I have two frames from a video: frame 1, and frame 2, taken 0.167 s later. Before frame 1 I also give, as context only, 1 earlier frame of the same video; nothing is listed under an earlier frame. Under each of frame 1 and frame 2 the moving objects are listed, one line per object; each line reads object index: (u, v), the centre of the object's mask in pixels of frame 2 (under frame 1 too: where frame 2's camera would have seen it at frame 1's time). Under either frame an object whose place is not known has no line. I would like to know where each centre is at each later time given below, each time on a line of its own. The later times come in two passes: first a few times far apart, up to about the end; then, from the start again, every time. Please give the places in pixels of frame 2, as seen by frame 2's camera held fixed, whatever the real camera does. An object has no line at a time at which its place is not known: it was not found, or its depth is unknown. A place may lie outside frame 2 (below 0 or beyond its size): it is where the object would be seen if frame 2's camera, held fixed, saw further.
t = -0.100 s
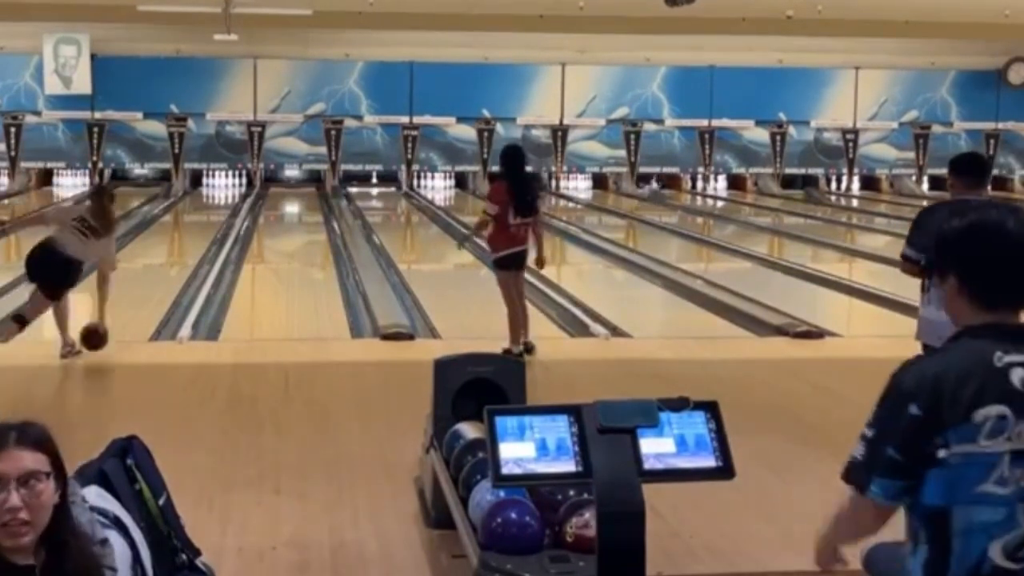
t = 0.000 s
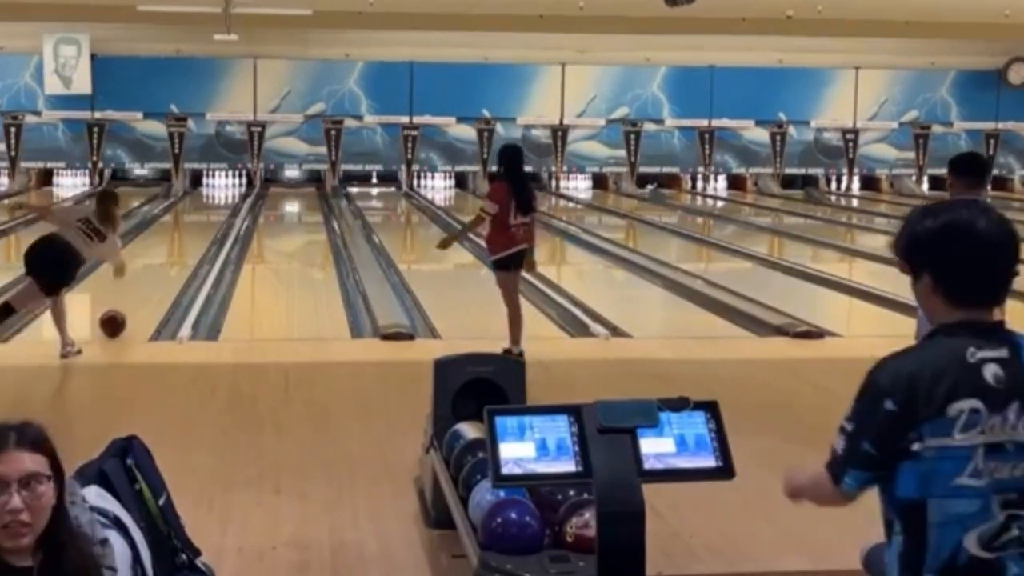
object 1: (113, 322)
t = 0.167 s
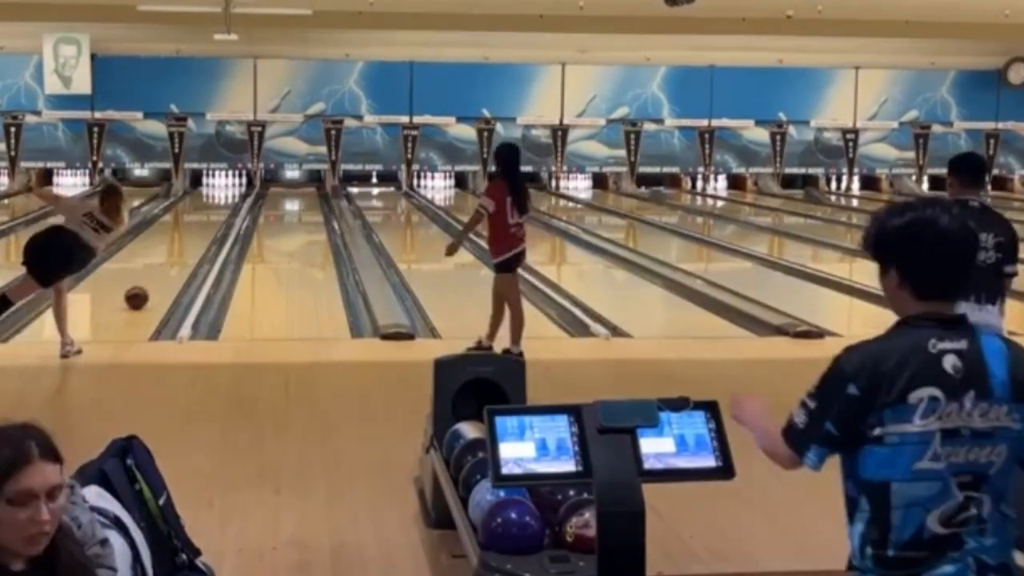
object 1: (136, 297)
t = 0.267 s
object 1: (148, 284)
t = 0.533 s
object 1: (171, 257)
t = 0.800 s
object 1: (189, 238)
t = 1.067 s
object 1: (202, 224)
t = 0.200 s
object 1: (140, 292)
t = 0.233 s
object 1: (144, 288)
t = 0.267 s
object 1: (148, 284)
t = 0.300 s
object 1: (151, 280)
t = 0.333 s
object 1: (155, 277)
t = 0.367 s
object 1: (158, 274)
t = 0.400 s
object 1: (161, 270)
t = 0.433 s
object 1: (164, 266)
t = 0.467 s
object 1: (166, 263)
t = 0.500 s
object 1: (169, 260)
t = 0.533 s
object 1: (171, 257)
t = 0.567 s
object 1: (174, 255)
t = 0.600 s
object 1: (177, 252)
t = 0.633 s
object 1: (179, 249)
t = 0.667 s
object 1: (181, 247)
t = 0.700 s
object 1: (183, 245)
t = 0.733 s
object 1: (185, 243)
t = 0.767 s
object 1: (187, 240)
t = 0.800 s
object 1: (189, 238)
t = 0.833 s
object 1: (191, 236)
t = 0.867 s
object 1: (192, 234)
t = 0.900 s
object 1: (194, 233)
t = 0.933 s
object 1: (196, 231)
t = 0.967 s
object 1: (197, 229)
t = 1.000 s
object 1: (198, 227)
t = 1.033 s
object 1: (200, 226)
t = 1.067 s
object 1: (202, 224)
